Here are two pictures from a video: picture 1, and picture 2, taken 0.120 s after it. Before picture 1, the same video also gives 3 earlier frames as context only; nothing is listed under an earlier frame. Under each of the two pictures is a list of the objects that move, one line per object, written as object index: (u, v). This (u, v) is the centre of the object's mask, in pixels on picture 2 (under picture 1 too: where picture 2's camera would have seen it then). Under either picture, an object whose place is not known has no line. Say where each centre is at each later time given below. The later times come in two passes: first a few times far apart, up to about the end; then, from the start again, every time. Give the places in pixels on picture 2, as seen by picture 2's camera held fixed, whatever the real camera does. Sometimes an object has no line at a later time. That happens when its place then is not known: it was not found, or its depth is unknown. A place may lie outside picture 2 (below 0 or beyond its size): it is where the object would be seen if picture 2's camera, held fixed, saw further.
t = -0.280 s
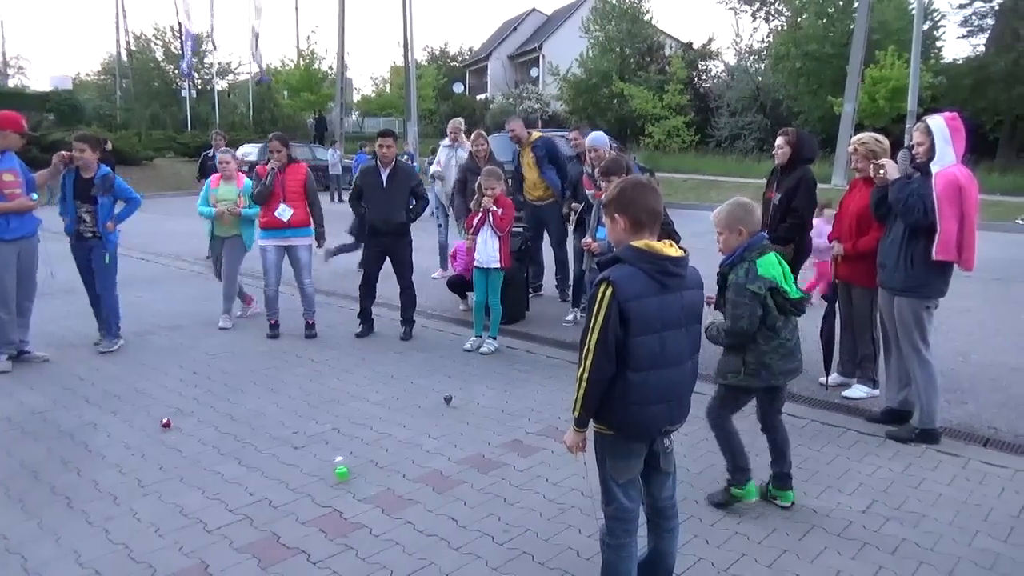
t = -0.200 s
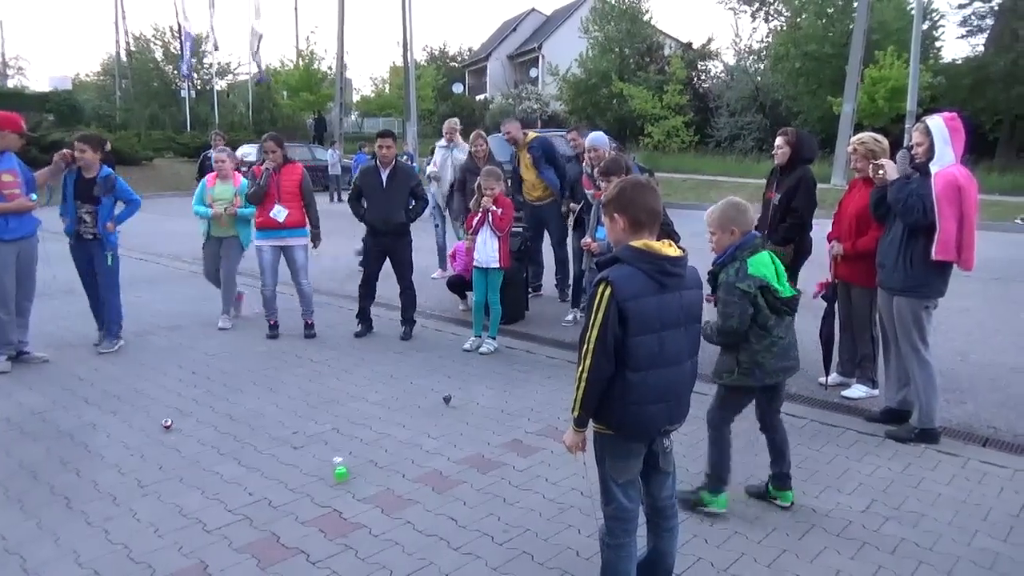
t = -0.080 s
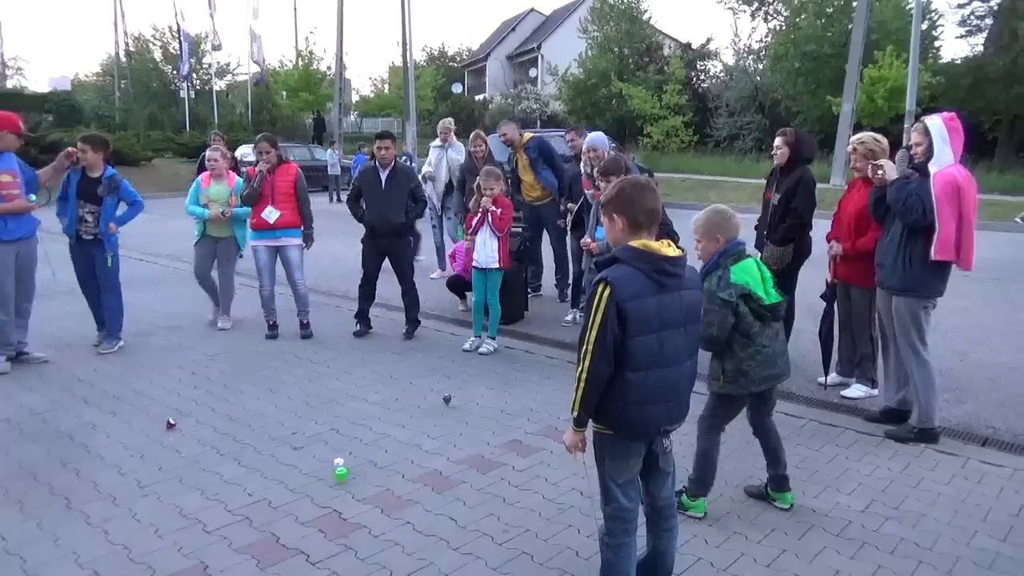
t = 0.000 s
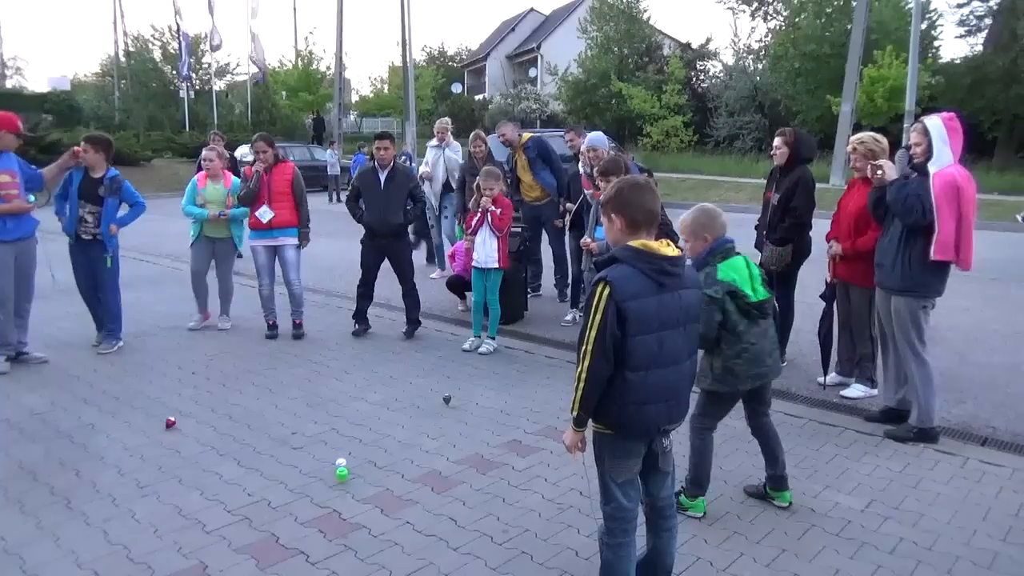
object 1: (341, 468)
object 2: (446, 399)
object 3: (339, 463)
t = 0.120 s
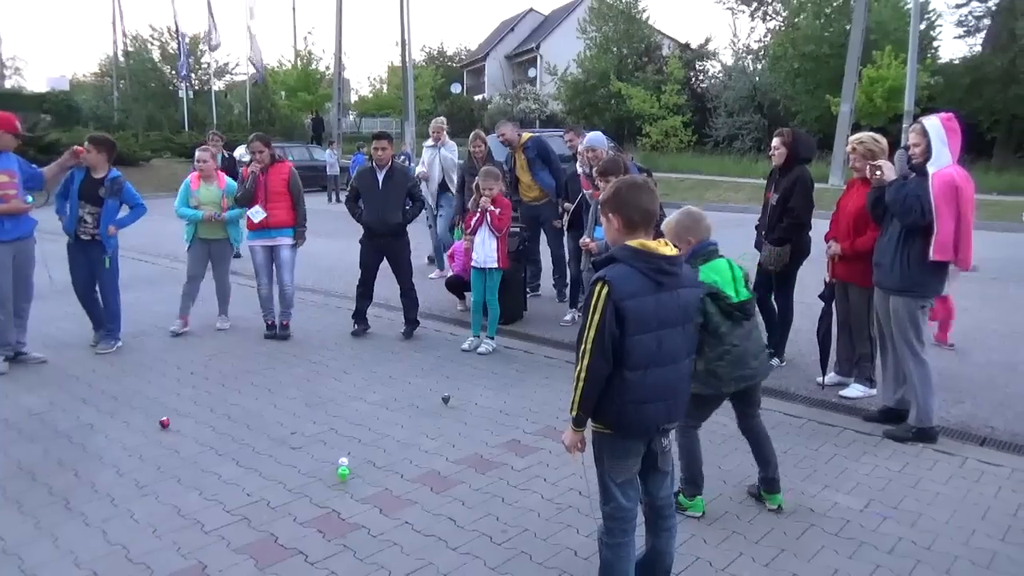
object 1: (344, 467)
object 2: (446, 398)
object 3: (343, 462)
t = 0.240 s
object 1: (344, 467)
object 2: (446, 398)
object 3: (346, 460)
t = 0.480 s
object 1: (341, 467)
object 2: (447, 398)
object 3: (343, 460)
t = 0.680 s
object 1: (342, 468)
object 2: (447, 398)
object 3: (342, 460)
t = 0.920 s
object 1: (344, 468)
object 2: (448, 398)
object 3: (344, 461)
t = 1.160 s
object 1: (344, 469)
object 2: (451, 398)
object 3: (348, 461)
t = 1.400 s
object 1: (344, 466)
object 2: (453, 398)
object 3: (348, 460)
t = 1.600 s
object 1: (342, 469)
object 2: (454, 398)
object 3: (347, 462)
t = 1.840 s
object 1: (347, 468)
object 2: (454, 398)
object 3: (349, 461)
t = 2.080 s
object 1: (341, 468)
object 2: (454, 397)
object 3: (344, 461)
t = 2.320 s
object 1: (347, 468)
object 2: (454, 398)
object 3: (350, 462)
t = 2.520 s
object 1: (349, 468)
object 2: (455, 398)
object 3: (351, 460)
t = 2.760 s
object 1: (344, 468)
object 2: (455, 398)
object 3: (345, 461)
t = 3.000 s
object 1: (350, 468)
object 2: (454, 398)
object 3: (351, 461)
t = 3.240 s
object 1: (347, 468)
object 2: (453, 398)
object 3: (348, 460)
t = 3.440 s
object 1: (345, 469)
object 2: (453, 398)
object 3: (350, 461)
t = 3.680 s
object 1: (351, 468)
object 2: (452, 398)
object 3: (352, 461)
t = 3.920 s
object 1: (348, 468)
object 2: (452, 398)
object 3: (345, 463)
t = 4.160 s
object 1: (351, 467)
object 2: (454, 399)
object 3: (352, 458)
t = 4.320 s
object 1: (351, 467)
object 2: (456, 399)
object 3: (353, 460)
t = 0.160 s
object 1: (344, 467)
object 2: (446, 398)
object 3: (344, 461)
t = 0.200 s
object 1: (345, 467)
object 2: (446, 398)
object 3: (344, 462)
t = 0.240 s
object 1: (344, 467)
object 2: (446, 398)
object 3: (346, 460)
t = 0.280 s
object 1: (344, 467)
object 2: (446, 398)
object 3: (345, 460)
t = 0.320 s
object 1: (344, 467)
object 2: (446, 398)
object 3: (345, 459)
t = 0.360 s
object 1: (343, 467)
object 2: (447, 398)
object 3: (345, 459)
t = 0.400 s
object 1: (342, 467)
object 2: (447, 398)
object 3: (343, 459)
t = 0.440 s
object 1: (342, 467)
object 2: (447, 398)
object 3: (343, 458)
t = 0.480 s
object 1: (341, 467)
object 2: (447, 398)
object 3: (343, 460)
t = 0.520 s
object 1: (340, 467)
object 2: (447, 398)
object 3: (343, 462)
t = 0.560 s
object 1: (341, 467)
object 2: (447, 398)
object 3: (342, 461)
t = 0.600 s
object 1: (341, 468)
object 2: (447, 398)
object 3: (341, 460)
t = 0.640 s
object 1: (341, 468)
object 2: (447, 398)
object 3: (342, 461)
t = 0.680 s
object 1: (342, 468)
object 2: (447, 398)
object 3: (342, 460)
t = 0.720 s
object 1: (341, 468)
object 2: (447, 398)
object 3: (340, 463)
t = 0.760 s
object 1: (342, 467)
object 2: (448, 399)
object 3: (341, 463)
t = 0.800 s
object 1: (343, 467)
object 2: (447, 398)
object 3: (339, 462)
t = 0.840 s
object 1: (343, 468)
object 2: (448, 398)
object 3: (340, 463)
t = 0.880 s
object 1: (344, 468)
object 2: (448, 398)
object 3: (342, 461)
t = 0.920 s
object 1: (344, 468)
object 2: (448, 398)
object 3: (344, 461)
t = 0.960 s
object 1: (343, 469)
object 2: (449, 398)
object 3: (346, 462)
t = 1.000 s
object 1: (342, 469)
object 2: (449, 398)
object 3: (347, 462)
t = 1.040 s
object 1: (343, 468)
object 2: (449, 398)
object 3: (348, 462)
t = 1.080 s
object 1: (343, 469)
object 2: (450, 398)
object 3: (349, 461)
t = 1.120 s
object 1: (343, 469)
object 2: (450, 398)
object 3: (348, 462)
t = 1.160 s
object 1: (344, 469)
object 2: (451, 398)
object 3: (348, 461)
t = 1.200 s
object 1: (344, 468)
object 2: (451, 399)
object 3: (347, 460)
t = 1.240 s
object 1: (345, 467)
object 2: (452, 399)
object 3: (347, 460)
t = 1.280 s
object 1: (345, 467)
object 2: (452, 398)
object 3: (345, 461)
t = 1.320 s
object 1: (345, 466)
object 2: (452, 398)
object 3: (343, 460)
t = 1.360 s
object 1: (344, 466)
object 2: (452, 398)
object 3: (347, 461)
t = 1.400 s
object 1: (344, 466)
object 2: (453, 398)
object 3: (348, 460)
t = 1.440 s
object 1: (343, 467)
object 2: (453, 398)
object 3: (344, 460)
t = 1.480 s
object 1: (343, 467)
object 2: (453, 398)
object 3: (345, 460)
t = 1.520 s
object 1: (341, 467)
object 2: (453, 398)
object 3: (346, 461)
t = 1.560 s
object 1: (342, 468)
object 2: (454, 398)
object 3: (347, 462)
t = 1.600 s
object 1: (342, 469)
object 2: (454, 398)
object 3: (347, 462)
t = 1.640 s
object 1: (343, 470)
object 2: (454, 398)
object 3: (348, 463)
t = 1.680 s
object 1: (344, 470)
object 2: (454, 398)
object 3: (349, 464)
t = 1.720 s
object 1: (345, 469)
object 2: (454, 398)
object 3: (348, 463)
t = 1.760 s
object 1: (346, 468)
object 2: (454, 398)
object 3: (349, 462)
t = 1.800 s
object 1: (346, 468)
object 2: (454, 397)
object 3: (350, 462)
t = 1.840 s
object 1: (347, 468)
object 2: (454, 398)
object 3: (349, 461)
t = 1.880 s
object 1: (347, 467)
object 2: (454, 398)
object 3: (349, 461)
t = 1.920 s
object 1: (346, 468)
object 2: (454, 398)
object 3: (348, 460)
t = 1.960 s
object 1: (345, 468)
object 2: (454, 398)
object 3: (346, 460)
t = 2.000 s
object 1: (343, 468)
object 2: (454, 397)
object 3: (346, 460)
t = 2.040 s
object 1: (342, 468)
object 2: (454, 398)
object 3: (345, 460)
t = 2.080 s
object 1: (341, 468)
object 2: (454, 397)
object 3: (344, 461)
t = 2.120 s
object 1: (342, 468)
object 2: (454, 398)
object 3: (344, 461)
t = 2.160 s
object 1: (342, 468)
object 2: (454, 398)
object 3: (345, 461)
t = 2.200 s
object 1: (343, 468)
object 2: (454, 398)
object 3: (346, 461)
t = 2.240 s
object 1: (344, 468)
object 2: (454, 398)
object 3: (348, 462)
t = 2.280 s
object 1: (346, 468)
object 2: (454, 398)
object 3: (349, 462)
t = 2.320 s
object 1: (347, 468)
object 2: (454, 398)
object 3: (350, 462)
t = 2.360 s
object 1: (348, 468)
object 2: (454, 398)
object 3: (351, 462)
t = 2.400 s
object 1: (349, 469)
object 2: (455, 398)
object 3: (350, 462)
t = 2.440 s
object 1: (350, 468)
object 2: (455, 398)
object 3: (351, 461)
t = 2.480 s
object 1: (350, 468)
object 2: (455, 398)
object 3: (351, 461)
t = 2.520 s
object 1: (349, 468)
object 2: (455, 398)
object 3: (351, 460)
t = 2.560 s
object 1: (348, 468)
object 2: (456, 398)
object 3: (349, 460)
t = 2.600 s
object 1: (347, 467)
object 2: (456, 398)
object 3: (347, 460)
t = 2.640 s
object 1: (345, 468)
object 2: (455, 398)
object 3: (345, 460)
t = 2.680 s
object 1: (344, 468)
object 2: (455, 398)
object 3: (345, 461)
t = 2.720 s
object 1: (344, 468)
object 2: (455, 398)
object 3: (345, 462)
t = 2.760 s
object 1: (344, 468)
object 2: (455, 398)
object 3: (345, 461)
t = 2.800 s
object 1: (344, 468)
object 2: (455, 398)
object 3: (344, 461)
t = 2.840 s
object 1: (345, 468)
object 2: (454, 398)
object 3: (346, 462)
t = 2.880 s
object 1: (345, 469)
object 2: (454, 398)
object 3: (346, 462)
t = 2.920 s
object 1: (347, 469)
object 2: (454, 398)
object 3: (348, 463)
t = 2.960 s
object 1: (348, 469)
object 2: (454, 398)
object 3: (349, 462)
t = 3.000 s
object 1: (350, 468)
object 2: (454, 398)
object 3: (351, 461)
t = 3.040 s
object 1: (350, 468)
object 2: (454, 398)
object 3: (351, 461)
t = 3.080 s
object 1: (350, 468)
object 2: (454, 398)
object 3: (352, 460)
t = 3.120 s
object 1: (349, 468)
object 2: (454, 398)
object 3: (351, 460)
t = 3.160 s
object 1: (349, 468)
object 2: (454, 397)
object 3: (350, 460)
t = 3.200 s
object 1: (348, 468)
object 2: (453, 398)
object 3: (349, 460)
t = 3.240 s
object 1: (347, 468)
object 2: (453, 398)
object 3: (348, 460)
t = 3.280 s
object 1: (345, 469)
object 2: (453, 398)
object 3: (346, 460)
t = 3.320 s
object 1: (344, 469)
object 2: (453, 398)
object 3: (345, 461)
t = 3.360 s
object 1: (344, 469)
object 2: (453, 398)
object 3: (345, 461)
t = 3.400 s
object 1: (344, 468)
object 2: (453, 398)
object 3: (345, 462)
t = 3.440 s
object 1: (345, 469)
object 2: (453, 398)
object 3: (350, 461)
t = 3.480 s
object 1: (346, 469)
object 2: (452, 397)
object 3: (351, 460)
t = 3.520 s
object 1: (347, 469)
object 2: (452, 398)
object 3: (352, 459)
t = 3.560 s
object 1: (349, 468)
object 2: (452, 398)
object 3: (350, 462)
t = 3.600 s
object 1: (350, 468)
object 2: (452, 398)
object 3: (351, 462)
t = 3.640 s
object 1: (351, 468)
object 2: (452, 398)
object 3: (354, 461)
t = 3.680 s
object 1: (351, 468)
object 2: (452, 398)
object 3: (352, 461)
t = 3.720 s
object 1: (351, 468)
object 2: (452, 398)
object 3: (352, 460)
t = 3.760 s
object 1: (351, 468)
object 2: (452, 398)
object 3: (351, 461)
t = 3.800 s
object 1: (350, 468)
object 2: (452, 398)
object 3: (350, 460)
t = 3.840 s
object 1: (348, 469)
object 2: (452, 398)
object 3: (348, 461)
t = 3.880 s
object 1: (348, 469)
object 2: (452, 398)
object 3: (347, 461)
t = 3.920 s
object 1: (348, 468)
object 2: (452, 398)
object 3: (345, 463)
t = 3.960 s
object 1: (348, 468)
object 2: (453, 399)
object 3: (346, 463)
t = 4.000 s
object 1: (348, 468)
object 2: (453, 398)
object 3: (345, 463)
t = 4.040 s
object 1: (349, 468)
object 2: (454, 399)
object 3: (343, 463)
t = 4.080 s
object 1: (349, 468)
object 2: (454, 399)
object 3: (345, 462)
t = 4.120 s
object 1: (351, 468)
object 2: (454, 399)
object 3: (351, 458)
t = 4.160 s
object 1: (351, 467)
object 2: (454, 399)
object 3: (352, 458)
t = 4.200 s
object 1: (352, 467)
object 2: (455, 399)
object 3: (349, 460)
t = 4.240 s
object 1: (353, 467)
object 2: (455, 399)
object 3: (352, 460)
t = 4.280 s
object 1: (351, 467)
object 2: (456, 399)
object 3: (353, 460)
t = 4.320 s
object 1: (351, 467)
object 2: (456, 399)
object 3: (353, 460)
